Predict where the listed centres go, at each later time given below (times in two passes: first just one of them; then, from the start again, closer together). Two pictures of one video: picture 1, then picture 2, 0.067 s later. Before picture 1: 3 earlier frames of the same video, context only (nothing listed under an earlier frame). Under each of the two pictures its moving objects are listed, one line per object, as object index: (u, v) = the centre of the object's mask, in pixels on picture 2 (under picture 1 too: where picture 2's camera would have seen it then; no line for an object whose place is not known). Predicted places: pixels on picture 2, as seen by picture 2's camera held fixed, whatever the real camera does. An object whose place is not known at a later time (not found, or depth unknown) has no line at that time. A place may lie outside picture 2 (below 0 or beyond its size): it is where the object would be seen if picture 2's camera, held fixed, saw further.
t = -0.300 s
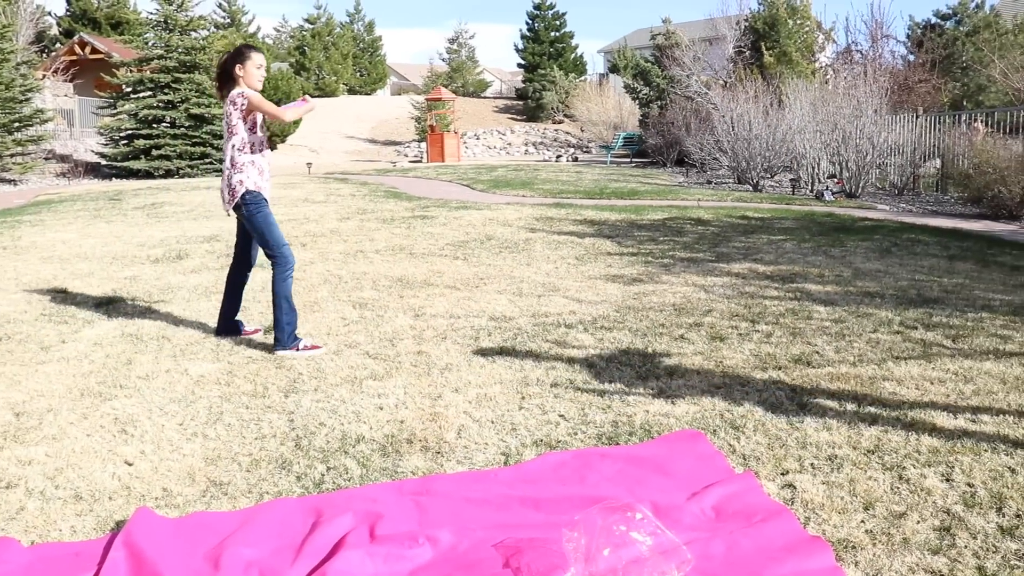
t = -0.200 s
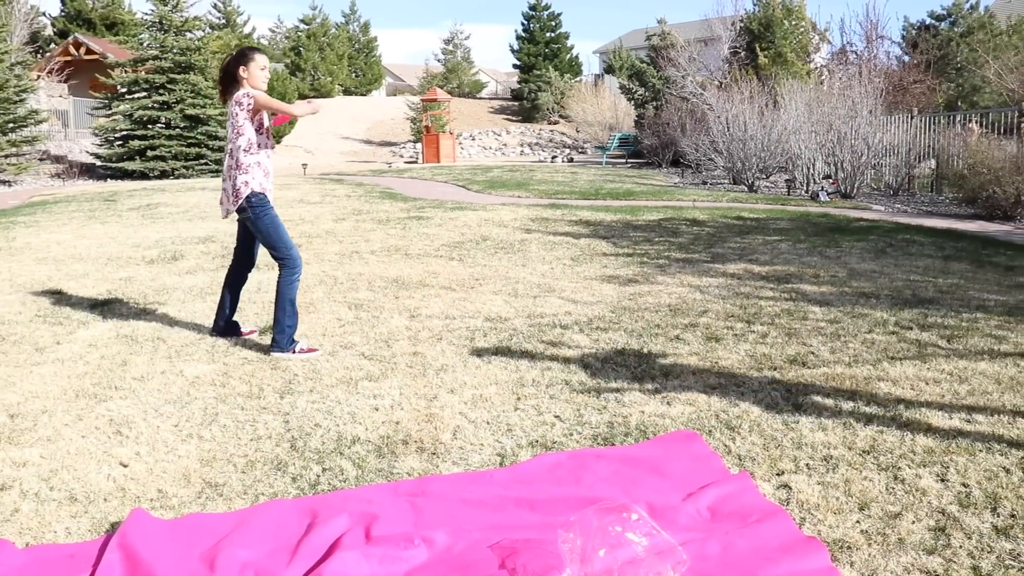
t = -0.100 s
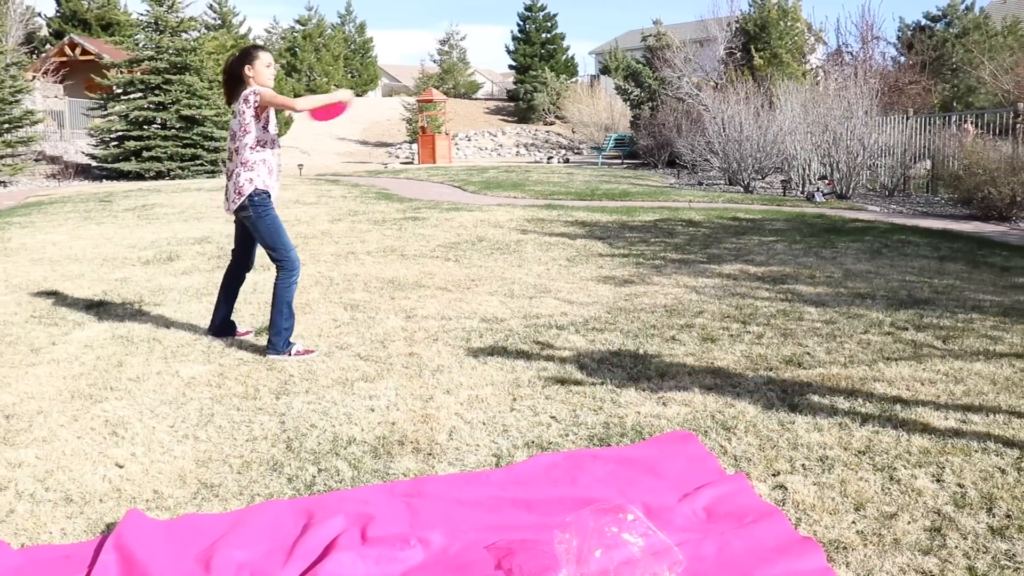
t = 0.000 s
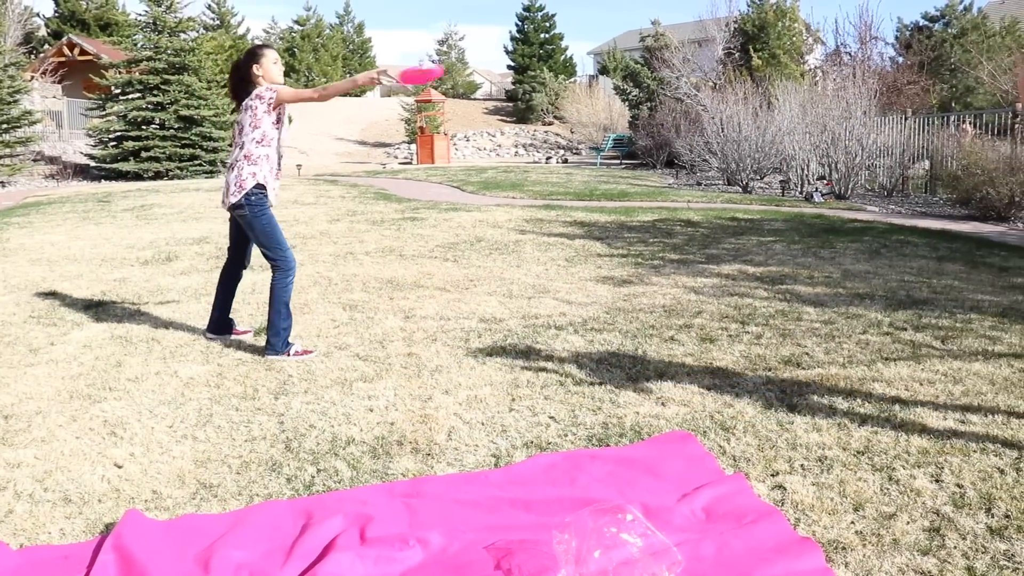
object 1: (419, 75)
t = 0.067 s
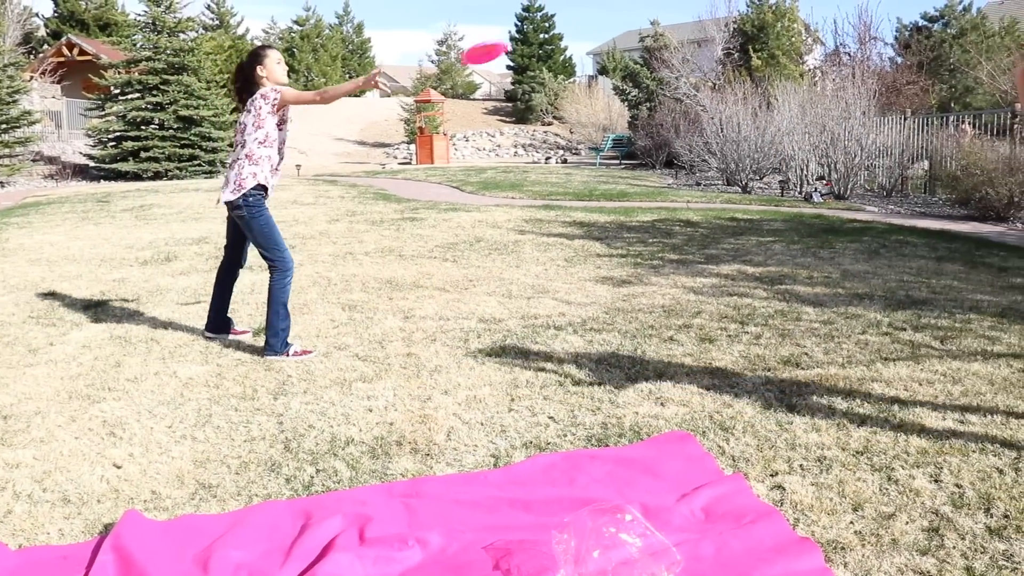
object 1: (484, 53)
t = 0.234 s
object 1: (651, 8)
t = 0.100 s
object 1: (520, 41)
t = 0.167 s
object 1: (586, 22)
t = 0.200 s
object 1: (620, 13)
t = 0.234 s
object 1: (651, 8)
